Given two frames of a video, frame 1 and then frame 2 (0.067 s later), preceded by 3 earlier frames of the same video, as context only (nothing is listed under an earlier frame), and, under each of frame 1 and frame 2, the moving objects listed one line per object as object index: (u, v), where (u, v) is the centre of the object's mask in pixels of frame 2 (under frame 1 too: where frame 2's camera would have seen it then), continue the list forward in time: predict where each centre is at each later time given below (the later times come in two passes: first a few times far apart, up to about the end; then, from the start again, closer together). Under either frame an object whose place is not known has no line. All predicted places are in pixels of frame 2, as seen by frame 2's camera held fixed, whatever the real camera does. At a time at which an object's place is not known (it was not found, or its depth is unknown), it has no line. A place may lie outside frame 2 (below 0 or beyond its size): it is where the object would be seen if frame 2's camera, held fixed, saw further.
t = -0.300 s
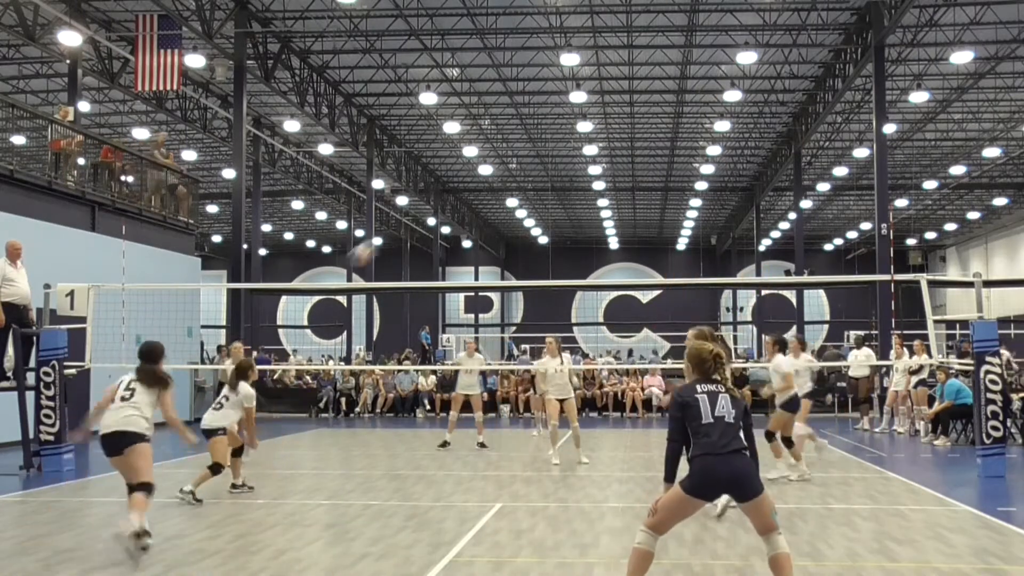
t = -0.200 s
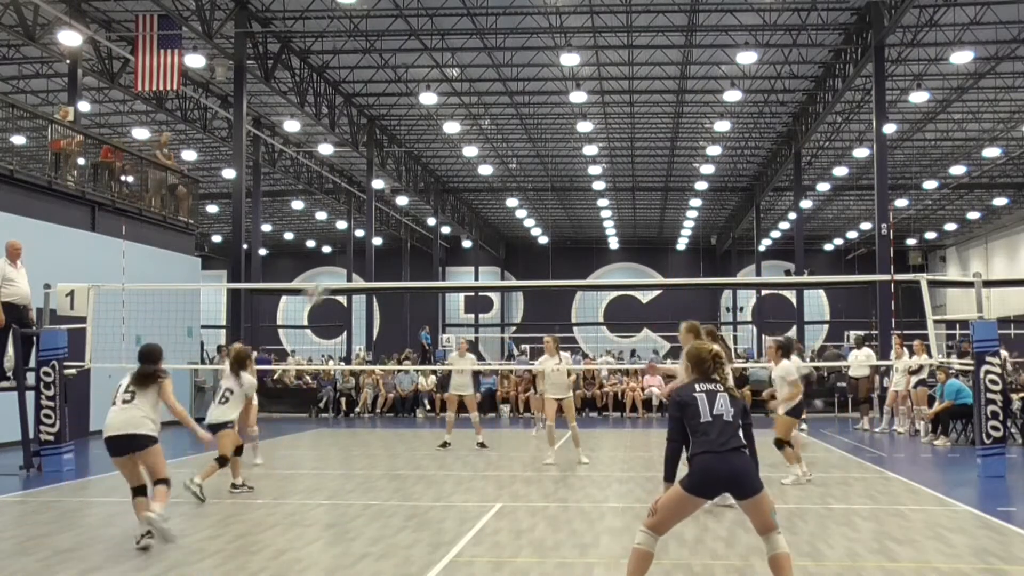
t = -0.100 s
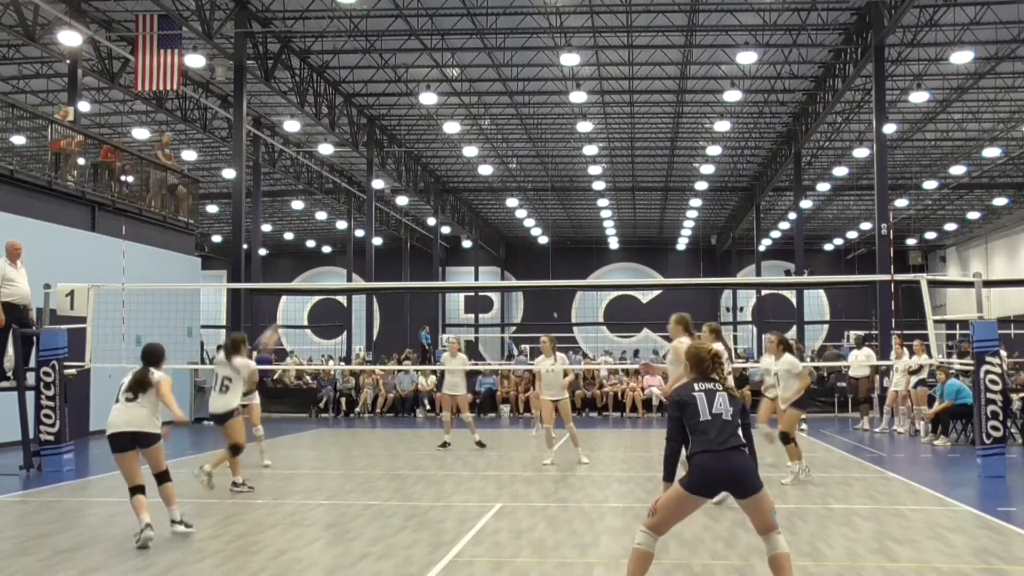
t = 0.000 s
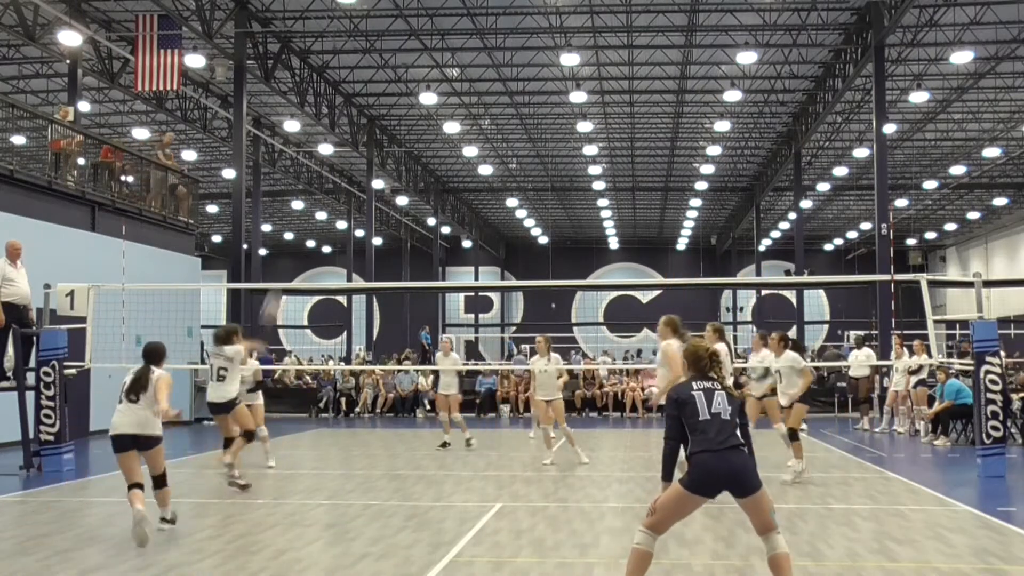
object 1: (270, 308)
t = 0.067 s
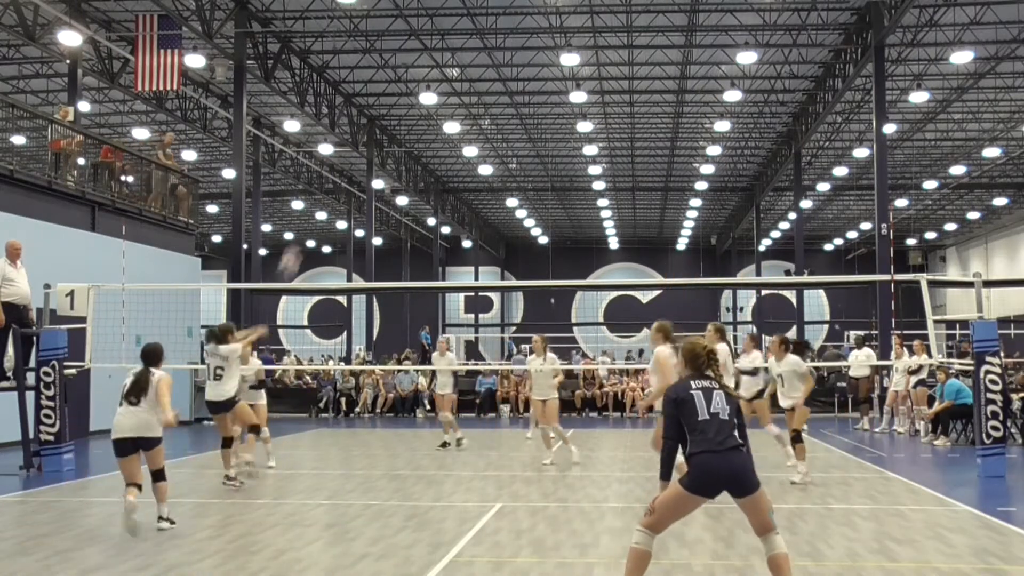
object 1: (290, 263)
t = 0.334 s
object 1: (357, 128)
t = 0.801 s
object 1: (468, 59)
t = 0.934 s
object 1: (499, 76)
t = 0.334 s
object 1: (357, 128)
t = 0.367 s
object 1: (365, 117)
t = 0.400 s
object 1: (373, 107)
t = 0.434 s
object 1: (380, 96)
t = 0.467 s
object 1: (389, 86)
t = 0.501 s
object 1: (398, 77)
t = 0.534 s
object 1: (405, 73)
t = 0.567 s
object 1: (415, 68)
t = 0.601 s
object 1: (422, 63)
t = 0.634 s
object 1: (429, 59)
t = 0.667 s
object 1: (438, 58)
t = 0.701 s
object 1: (445, 57)
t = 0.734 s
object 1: (453, 57)
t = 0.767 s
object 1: (460, 58)
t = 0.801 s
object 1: (468, 59)
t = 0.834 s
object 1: (476, 61)
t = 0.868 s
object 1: (484, 65)
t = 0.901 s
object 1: (493, 72)
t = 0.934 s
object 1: (499, 76)
